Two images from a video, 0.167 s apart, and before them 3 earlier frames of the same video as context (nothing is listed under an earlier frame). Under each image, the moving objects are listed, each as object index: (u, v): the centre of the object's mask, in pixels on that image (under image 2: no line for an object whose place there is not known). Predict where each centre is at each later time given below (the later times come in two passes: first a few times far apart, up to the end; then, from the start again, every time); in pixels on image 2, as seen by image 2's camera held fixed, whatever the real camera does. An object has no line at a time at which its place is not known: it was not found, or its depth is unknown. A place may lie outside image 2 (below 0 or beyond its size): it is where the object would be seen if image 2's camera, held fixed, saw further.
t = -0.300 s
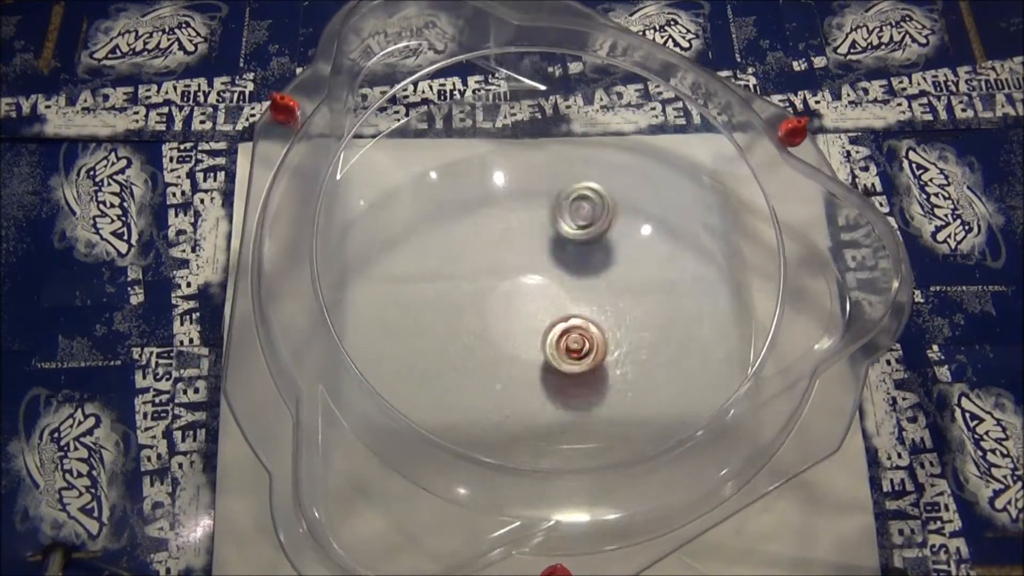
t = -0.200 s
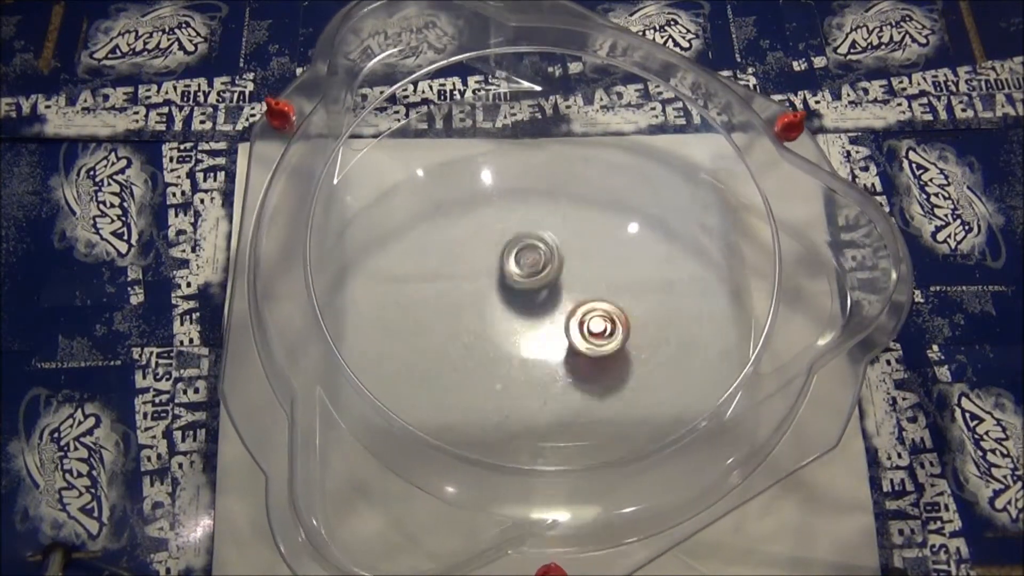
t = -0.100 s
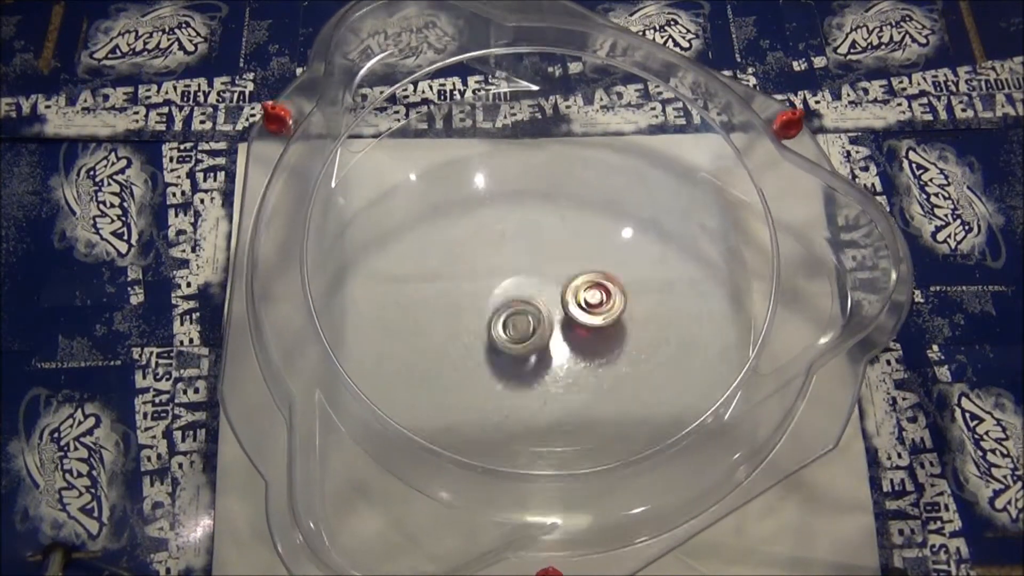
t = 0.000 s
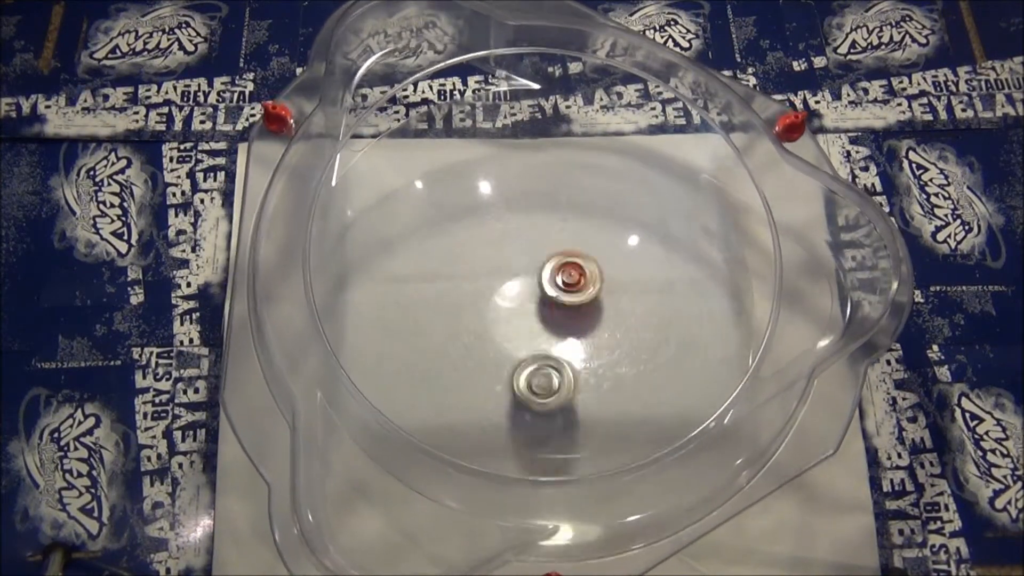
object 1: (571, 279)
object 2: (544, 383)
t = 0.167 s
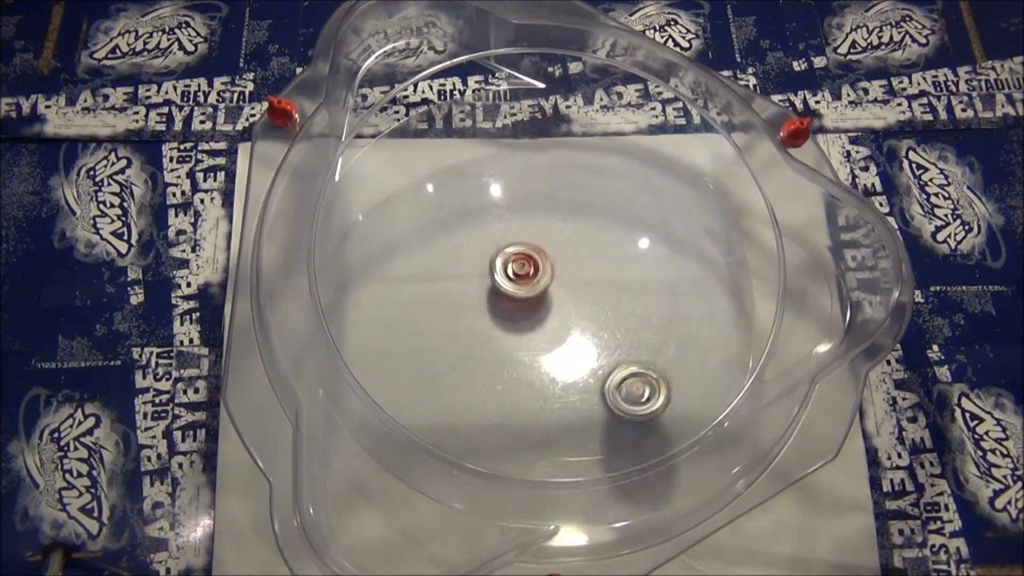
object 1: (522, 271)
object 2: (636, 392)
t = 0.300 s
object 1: (487, 286)
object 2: (626, 316)
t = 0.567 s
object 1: (443, 385)
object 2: (560, 203)
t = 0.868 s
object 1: (531, 367)
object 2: (479, 231)
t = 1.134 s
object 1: (616, 318)
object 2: (544, 288)
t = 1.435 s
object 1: (654, 256)
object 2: (604, 312)
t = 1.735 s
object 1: (589, 248)
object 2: (580, 362)
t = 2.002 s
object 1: (445, 324)
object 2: (555, 373)
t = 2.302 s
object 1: (441, 297)
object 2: (550, 383)
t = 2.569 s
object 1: (509, 248)
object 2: (595, 349)
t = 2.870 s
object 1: (537, 279)
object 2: (594, 296)
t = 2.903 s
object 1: (538, 280)
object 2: (599, 295)
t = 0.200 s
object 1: (511, 272)
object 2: (645, 374)
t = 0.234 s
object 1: (502, 274)
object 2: (647, 354)
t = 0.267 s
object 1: (494, 280)
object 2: (640, 334)
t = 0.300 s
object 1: (487, 286)
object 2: (626, 316)
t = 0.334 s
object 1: (483, 295)
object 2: (608, 302)
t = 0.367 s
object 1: (483, 304)
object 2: (588, 290)
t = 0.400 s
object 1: (486, 313)
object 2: (565, 282)
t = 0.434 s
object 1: (492, 321)
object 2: (541, 278)
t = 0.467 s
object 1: (475, 340)
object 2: (550, 253)
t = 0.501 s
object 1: (459, 359)
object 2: (559, 230)
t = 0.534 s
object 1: (448, 375)
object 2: (562, 213)
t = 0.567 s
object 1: (443, 385)
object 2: (560, 203)
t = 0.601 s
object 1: (447, 390)
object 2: (554, 196)
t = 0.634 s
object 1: (453, 394)
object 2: (543, 191)
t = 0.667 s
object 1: (462, 395)
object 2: (533, 186)
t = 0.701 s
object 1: (473, 395)
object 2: (523, 185)
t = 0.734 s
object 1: (485, 394)
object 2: (512, 186)
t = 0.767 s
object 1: (499, 389)
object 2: (499, 189)
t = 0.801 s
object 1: (510, 383)
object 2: (487, 198)
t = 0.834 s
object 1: (521, 376)
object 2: (480, 213)
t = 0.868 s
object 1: (531, 367)
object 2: (479, 231)
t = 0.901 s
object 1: (540, 358)
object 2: (484, 250)
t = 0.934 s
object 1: (548, 348)
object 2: (493, 267)
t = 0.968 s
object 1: (556, 338)
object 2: (506, 281)
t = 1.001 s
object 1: (566, 330)
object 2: (517, 289)
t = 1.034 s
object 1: (582, 334)
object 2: (521, 282)
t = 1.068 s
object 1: (598, 333)
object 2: (527, 280)
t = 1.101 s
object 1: (609, 328)
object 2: (536, 282)
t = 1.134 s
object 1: (616, 318)
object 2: (544, 288)
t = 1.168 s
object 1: (620, 310)
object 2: (554, 296)
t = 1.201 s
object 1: (633, 306)
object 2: (561, 300)
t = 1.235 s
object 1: (644, 302)
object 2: (567, 301)
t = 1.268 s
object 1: (651, 297)
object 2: (575, 304)
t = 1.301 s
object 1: (651, 287)
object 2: (584, 308)
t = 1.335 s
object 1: (652, 279)
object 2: (593, 311)
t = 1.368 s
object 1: (657, 270)
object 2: (598, 312)
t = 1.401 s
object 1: (657, 261)
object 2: (601, 313)
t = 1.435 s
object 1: (654, 256)
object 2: (604, 312)
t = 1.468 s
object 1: (649, 253)
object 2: (607, 312)
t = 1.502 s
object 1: (650, 242)
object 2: (600, 321)
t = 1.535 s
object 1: (649, 235)
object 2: (596, 329)
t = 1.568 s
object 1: (645, 232)
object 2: (593, 338)
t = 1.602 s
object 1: (639, 231)
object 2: (591, 344)
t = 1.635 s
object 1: (631, 231)
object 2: (589, 351)
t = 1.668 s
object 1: (619, 234)
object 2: (586, 357)
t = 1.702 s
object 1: (606, 239)
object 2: (583, 361)
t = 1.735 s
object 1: (589, 248)
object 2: (580, 362)
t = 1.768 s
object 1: (570, 257)
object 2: (576, 363)
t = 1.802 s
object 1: (550, 268)
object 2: (571, 360)
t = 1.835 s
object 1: (532, 285)
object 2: (565, 358)
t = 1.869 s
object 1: (516, 303)
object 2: (556, 353)
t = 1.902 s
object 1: (497, 314)
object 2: (554, 356)
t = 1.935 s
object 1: (473, 317)
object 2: (556, 365)
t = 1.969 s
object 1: (457, 320)
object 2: (556, 371)
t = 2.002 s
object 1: (445, 324)
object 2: (555, 373)
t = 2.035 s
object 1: (439, 328)
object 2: (553, 374)
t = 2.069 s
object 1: (437, 333)
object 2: (551, 373)
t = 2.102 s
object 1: (438, 337)
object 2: (547, 371)
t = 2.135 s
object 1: (440, 339)
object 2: (541, 368)
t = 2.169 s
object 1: (442, 339)
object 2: (533, 363)
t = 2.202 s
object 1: (447, 339)
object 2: (524, 360)
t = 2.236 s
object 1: (450, 335)
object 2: (521, 359)
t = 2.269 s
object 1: (442, 315)
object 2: (537, 375)
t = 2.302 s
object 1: (441, 297)
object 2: (550, 383)
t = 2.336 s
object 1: (442, 284)
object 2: (559, 385)
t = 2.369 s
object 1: (448, 272)
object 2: (565, 384)
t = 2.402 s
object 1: (456, 262)
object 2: (575, 382)
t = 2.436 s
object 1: (466, 254)
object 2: (582, 380)
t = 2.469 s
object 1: (476, 248)
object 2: (589, 373)
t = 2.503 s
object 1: (487, 245)
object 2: (593, 368)
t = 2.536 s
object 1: (498, 245)
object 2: (595, 357)
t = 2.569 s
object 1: (509, 248)
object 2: (595, 349)
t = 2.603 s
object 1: (518, 253)
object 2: (593, 341)
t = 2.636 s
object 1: (526, 258)
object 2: (590, 333)
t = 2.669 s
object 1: (532, 264)
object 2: (588, 325)
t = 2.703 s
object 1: (537, 272)
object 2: (585, 317)
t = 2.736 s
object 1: (538, 277)
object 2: (583, 310)
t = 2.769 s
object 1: (537, 278)
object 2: (583, 306)
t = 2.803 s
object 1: (537, 278)
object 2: (587, 303)
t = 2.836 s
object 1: (536, 279)
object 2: (589, 299)
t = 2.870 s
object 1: (537, 279)
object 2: (594, 296)
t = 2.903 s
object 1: (538, 280)
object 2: (599, 295)
